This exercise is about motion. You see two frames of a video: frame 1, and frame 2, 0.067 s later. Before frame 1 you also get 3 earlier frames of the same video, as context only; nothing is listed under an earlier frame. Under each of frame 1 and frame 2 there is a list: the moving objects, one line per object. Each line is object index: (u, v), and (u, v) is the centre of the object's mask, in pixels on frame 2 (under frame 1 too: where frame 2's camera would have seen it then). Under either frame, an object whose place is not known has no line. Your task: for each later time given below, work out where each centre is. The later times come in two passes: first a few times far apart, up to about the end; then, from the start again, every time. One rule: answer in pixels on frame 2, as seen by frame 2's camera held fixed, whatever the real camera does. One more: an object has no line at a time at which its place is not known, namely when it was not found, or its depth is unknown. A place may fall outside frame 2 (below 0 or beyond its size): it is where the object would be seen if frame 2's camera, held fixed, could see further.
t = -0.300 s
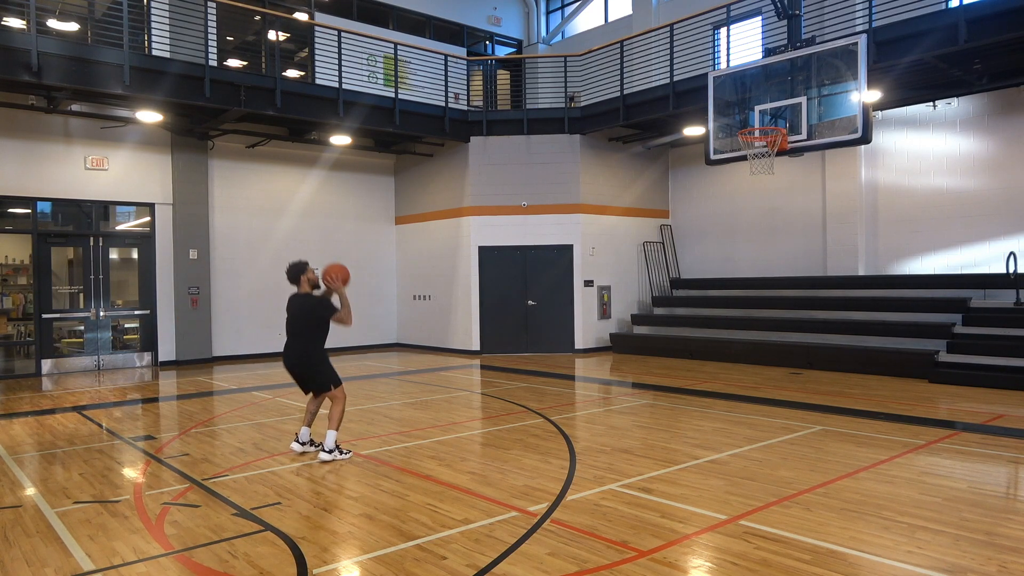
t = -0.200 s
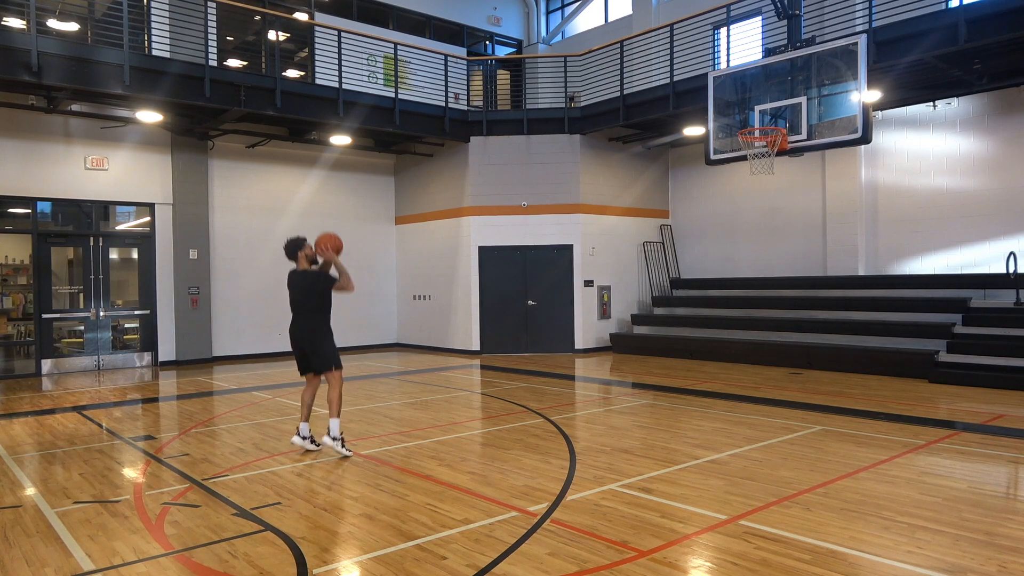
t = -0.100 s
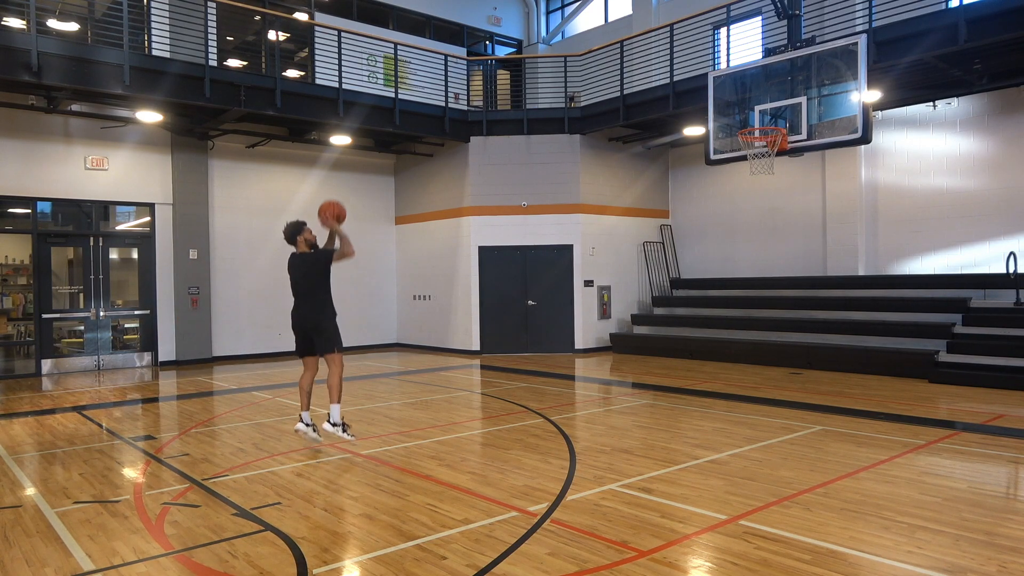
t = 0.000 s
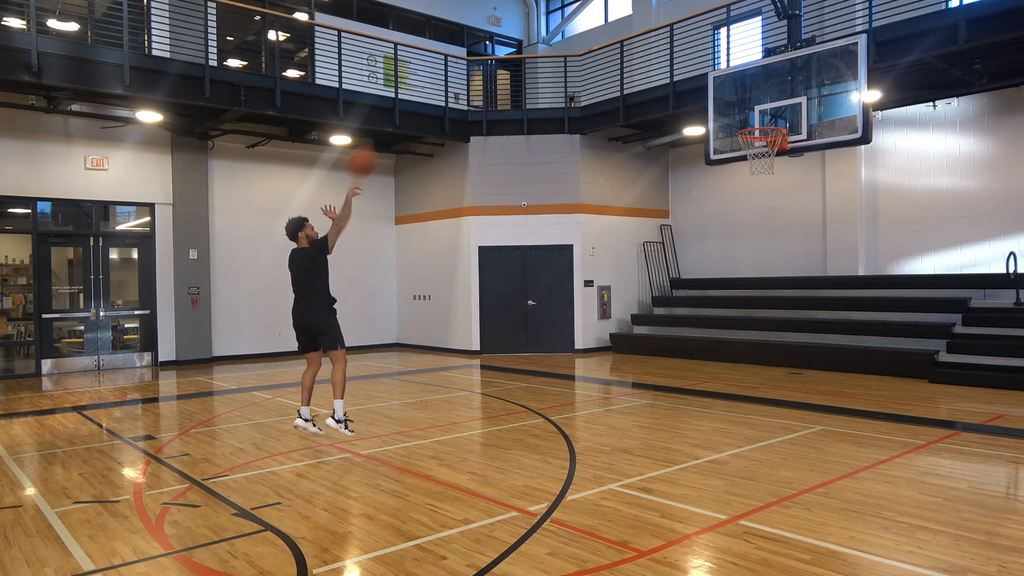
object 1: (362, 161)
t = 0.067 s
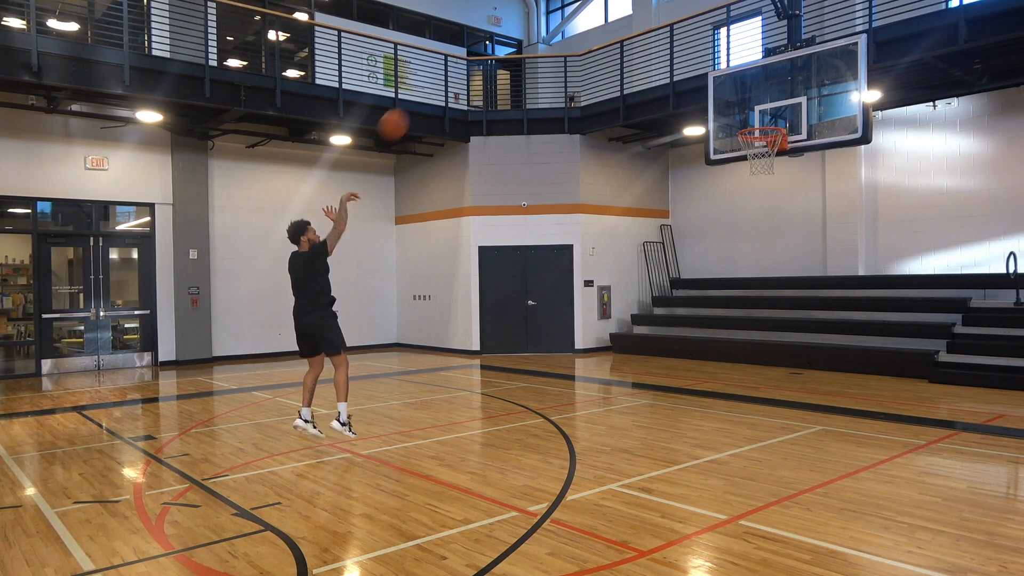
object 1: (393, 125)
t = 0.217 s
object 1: (464, 58)
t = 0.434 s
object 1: (553, 12)
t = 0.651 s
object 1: (636, 15)
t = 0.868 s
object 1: (710, 60)
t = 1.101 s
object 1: (767, 141)
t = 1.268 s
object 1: (728, 172)
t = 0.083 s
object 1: (402, 116)
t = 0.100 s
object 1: (409, 109)
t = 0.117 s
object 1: (416, 101)
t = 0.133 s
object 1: (425, 92)
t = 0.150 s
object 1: (432, 85)
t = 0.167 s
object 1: (441, 78)
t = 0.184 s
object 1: (448, 71)
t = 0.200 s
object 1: (456, 65)
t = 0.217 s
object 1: (464, 58)
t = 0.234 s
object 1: (471, 53)
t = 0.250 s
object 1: (477, 48)
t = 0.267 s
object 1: (484, 44)
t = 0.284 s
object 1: (491, 40)
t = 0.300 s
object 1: (498, 35)
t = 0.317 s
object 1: (505, 32)
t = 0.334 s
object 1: (513, 28)
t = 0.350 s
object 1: (520, 24)
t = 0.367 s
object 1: (526, 21)
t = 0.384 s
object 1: (532, 19)
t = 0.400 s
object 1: (540, 16)
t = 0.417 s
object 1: (547, 14)
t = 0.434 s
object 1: (553, 12)
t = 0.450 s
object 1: (560, 11)
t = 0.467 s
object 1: (566, 10)
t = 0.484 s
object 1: (573, 10)
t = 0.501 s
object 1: (579, 9)
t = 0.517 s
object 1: (585, 9)
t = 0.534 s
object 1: (591, 9)
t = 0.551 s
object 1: (598, 9)
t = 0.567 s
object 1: (604, 10)
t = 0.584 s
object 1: (611, 10)
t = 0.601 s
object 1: (617, 11)
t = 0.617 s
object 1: (624, 12)
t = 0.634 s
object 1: (630, 13)
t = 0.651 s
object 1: (636, 15)
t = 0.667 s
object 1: (641, 16)
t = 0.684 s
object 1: (647, 19)
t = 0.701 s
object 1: (653, 21)
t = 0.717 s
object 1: (660, 24)
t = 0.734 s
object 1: (666, 27)
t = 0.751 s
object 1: (671, 30)
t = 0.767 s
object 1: (677, 34)
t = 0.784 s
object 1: (683, 38)
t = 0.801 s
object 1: (689, 42)
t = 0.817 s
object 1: (694, 46)
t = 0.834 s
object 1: (700, 51)
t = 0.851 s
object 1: (705, 55)
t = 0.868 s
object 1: (710, 60)
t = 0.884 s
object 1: (717, 66)
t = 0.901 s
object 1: (723, 72)
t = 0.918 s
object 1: (729, 78)
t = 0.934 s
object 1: (735, 83)
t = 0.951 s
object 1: (740, 89)
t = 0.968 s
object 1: (745, 94)
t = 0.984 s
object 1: (749, 100)
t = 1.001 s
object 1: (754, 106)
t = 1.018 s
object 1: (761, 115)
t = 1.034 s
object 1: (766, 119)
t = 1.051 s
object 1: (773, 123)
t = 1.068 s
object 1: (769, 134)
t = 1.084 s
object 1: (768, 139)
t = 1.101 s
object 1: (767, 141)
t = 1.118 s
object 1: (760, 145)
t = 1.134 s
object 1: (752, 155)
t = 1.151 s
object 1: (748, 159)
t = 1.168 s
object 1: (745, 160)
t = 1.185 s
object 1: (741, 162)
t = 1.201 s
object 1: (739, 163)
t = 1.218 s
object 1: (736, 165)
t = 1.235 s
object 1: (733, 167)
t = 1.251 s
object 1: (731, 169)
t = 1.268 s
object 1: (728, 172)
